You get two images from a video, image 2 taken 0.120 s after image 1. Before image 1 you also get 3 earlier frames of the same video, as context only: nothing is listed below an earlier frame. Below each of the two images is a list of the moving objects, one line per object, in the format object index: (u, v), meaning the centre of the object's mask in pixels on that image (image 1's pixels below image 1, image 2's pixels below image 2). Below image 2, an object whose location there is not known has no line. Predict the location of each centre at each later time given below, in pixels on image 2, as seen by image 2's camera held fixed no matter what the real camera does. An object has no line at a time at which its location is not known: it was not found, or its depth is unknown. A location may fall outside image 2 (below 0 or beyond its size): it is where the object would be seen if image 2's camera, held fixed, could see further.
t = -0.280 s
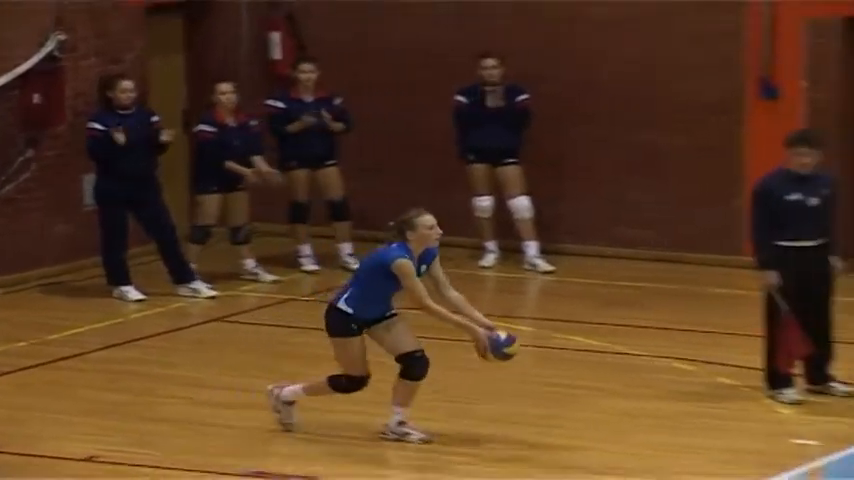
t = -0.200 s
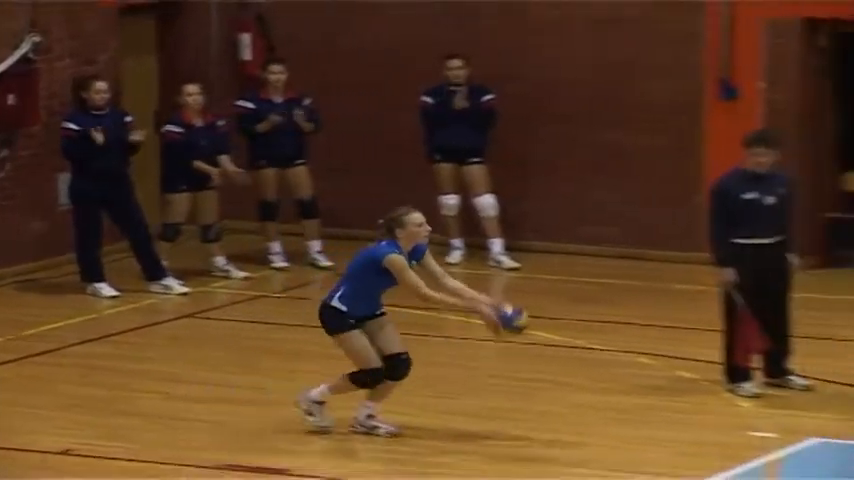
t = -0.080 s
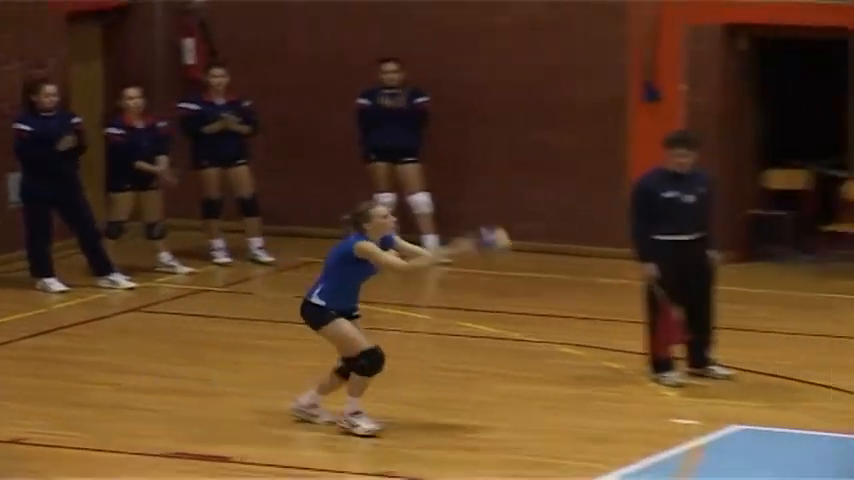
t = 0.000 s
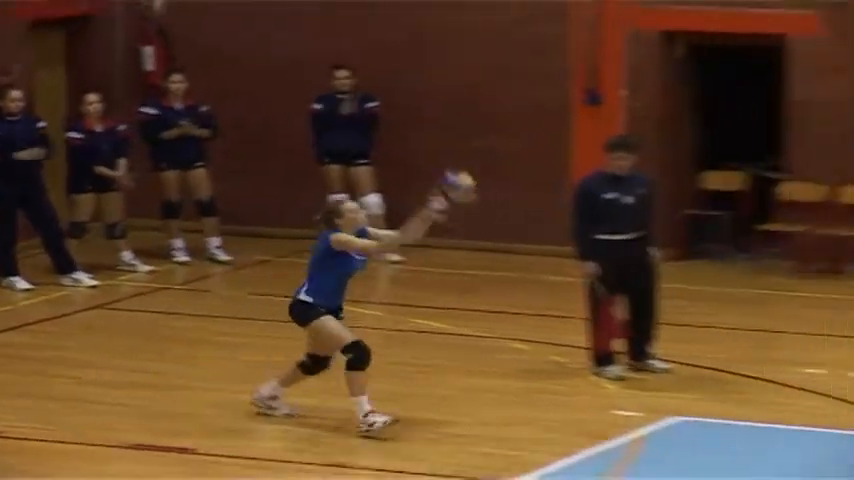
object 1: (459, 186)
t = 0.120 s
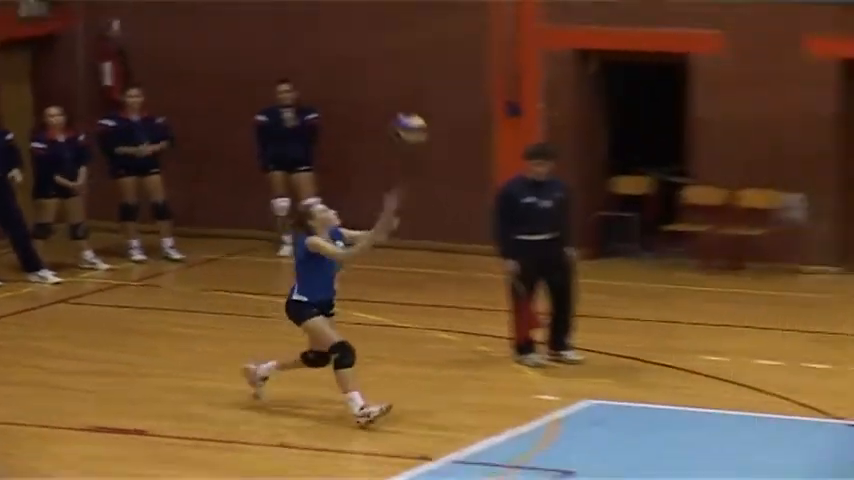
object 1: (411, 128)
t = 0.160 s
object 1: (418, 111)
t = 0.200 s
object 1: (425, 96)
